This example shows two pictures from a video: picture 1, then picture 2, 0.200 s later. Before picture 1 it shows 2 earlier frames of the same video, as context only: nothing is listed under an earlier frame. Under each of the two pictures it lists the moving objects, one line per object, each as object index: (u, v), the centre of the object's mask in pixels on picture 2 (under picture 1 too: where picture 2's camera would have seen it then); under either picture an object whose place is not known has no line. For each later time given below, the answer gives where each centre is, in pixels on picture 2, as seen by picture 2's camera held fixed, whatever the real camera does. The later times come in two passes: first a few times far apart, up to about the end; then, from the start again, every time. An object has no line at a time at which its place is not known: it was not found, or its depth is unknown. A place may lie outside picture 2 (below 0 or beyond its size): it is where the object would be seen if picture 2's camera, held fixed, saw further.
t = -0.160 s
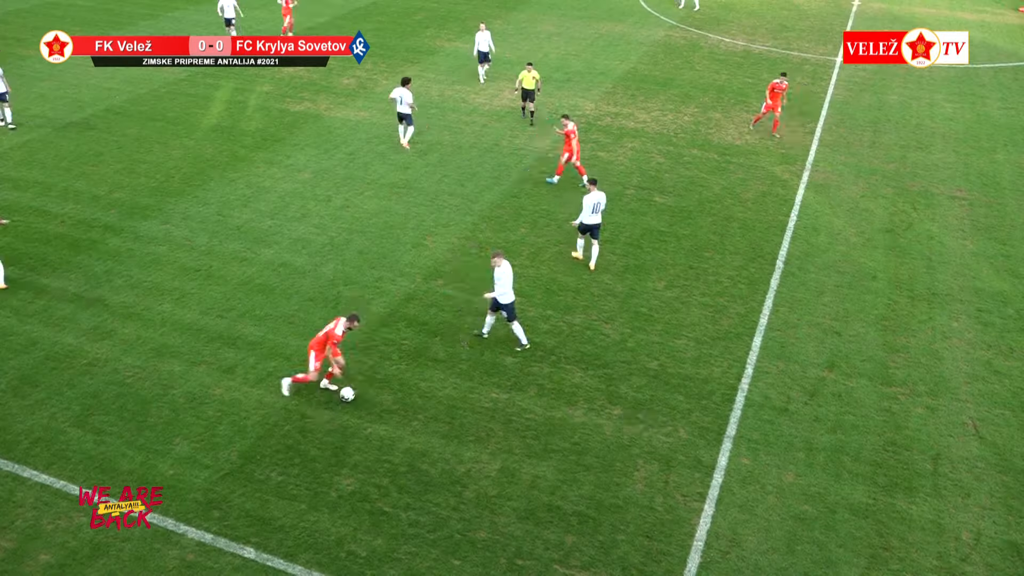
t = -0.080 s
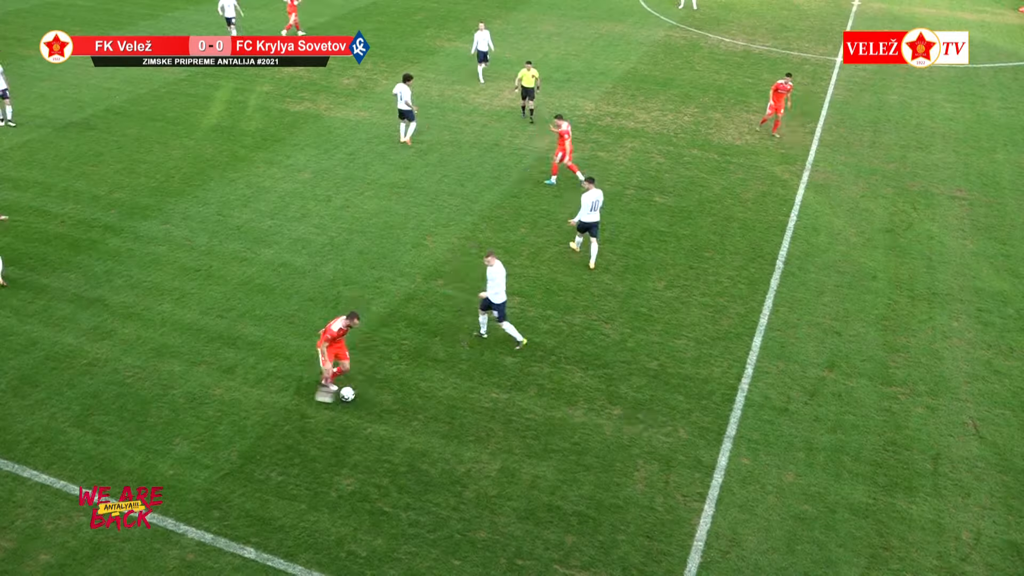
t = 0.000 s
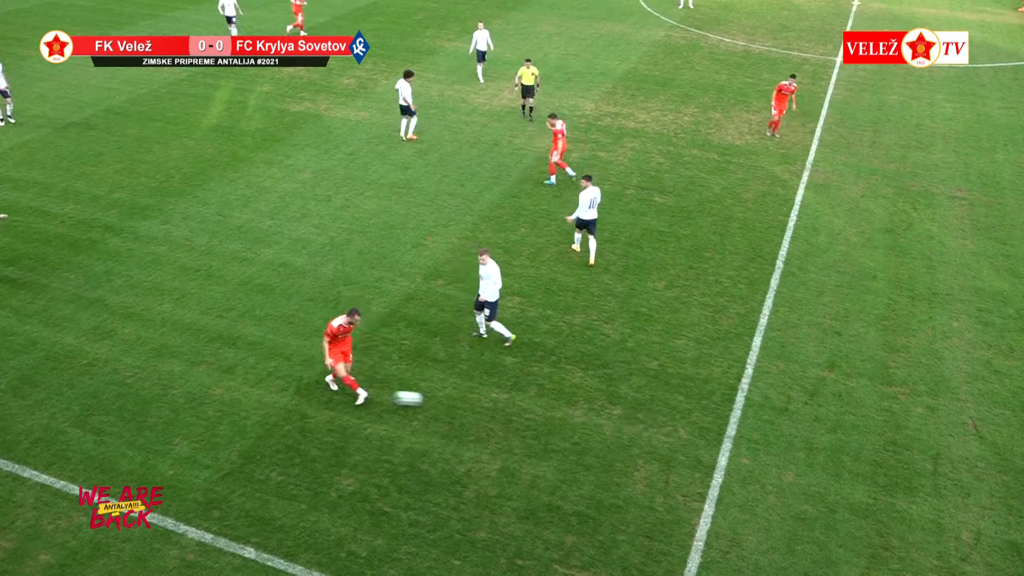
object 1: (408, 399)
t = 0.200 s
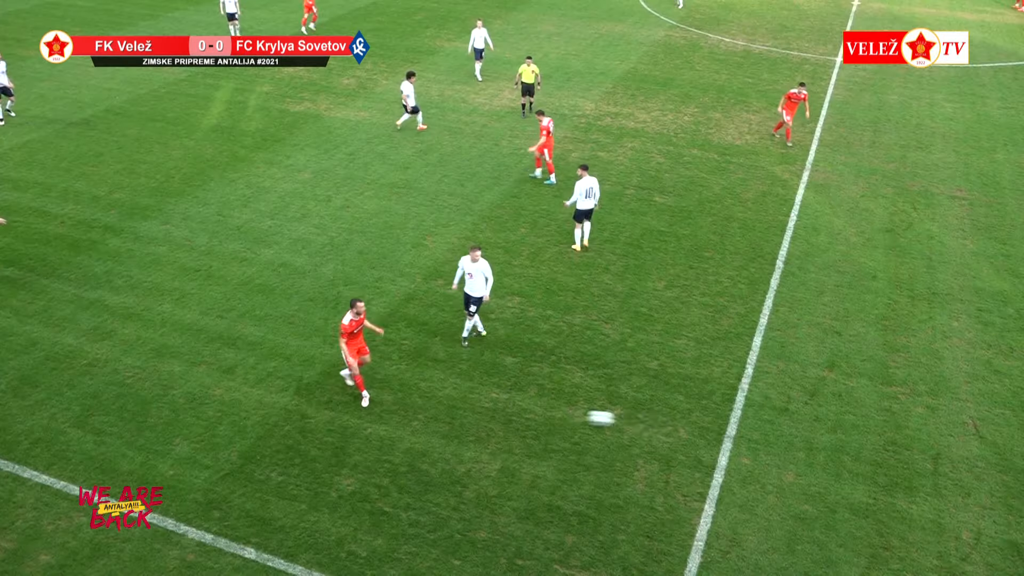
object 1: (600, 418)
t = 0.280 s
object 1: (674, 425)
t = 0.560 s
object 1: (914, 449)
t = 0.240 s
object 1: (638, 421)
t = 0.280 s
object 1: (674, 425)
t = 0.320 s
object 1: (711, 430)
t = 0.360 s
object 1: (748, 433)
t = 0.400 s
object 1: (781, 435)
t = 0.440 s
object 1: (815, 438)
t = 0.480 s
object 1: (848, 441)
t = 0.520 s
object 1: (882, 446)
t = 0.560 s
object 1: (914, 449)
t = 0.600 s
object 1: (945, 450)
